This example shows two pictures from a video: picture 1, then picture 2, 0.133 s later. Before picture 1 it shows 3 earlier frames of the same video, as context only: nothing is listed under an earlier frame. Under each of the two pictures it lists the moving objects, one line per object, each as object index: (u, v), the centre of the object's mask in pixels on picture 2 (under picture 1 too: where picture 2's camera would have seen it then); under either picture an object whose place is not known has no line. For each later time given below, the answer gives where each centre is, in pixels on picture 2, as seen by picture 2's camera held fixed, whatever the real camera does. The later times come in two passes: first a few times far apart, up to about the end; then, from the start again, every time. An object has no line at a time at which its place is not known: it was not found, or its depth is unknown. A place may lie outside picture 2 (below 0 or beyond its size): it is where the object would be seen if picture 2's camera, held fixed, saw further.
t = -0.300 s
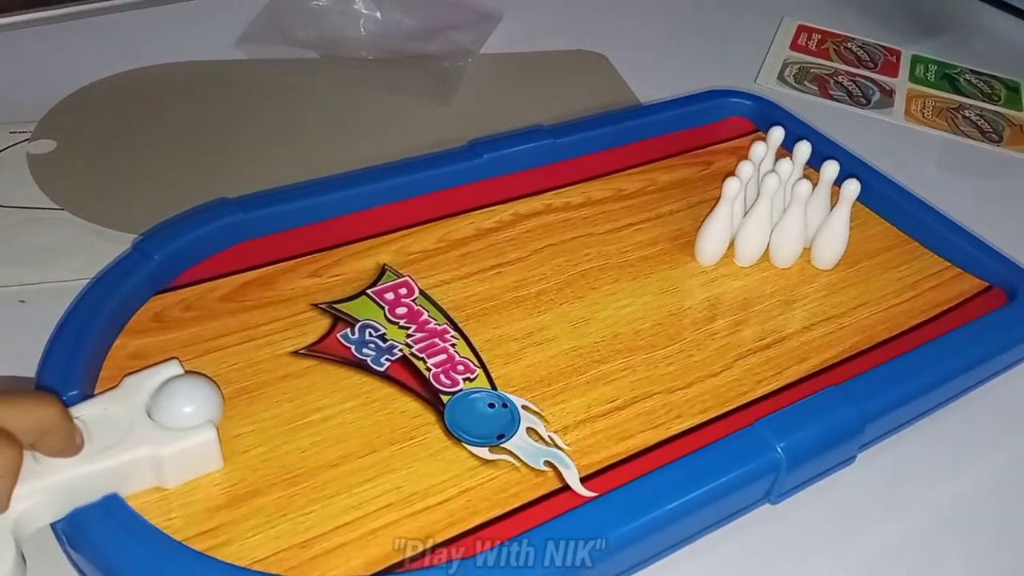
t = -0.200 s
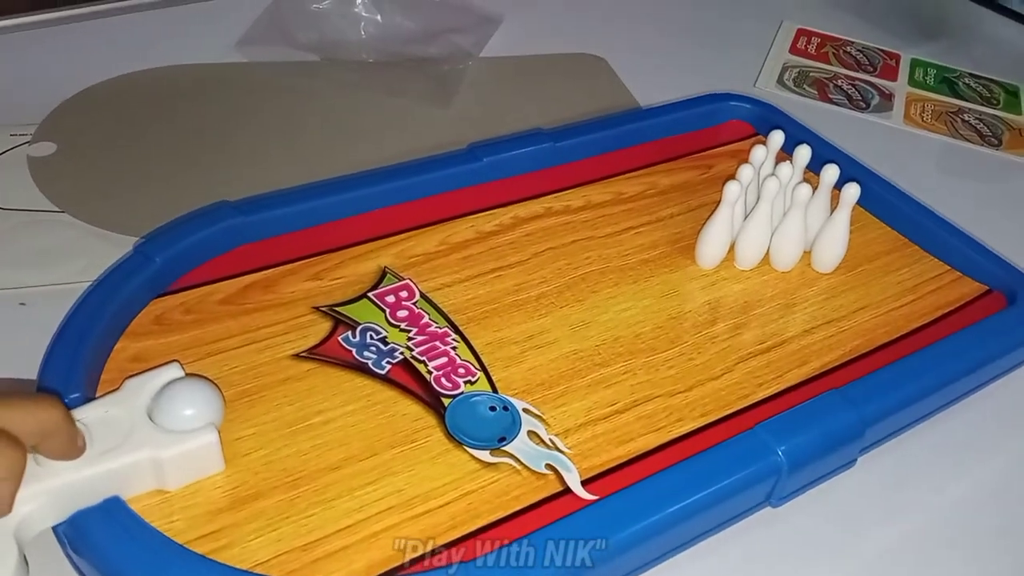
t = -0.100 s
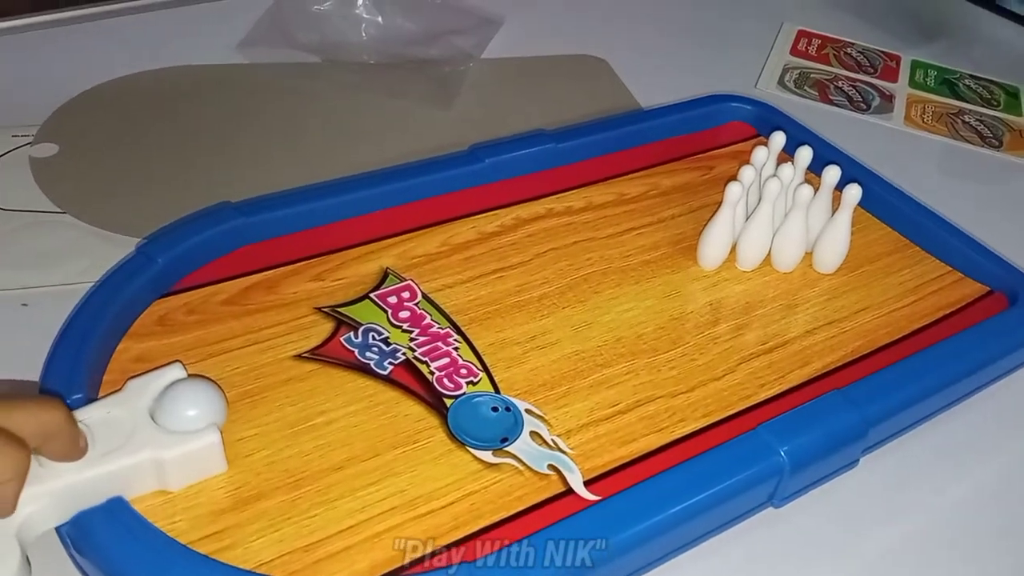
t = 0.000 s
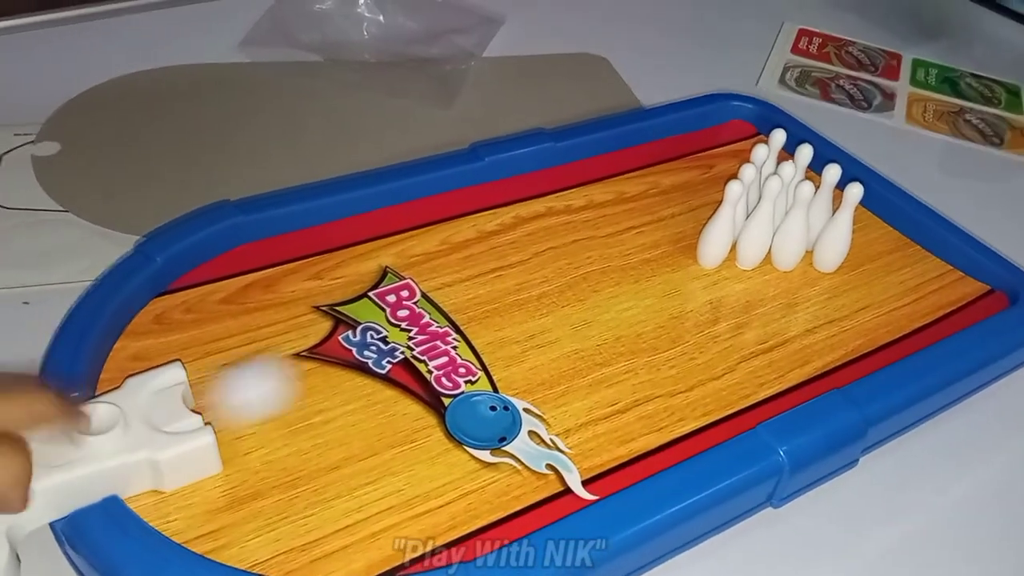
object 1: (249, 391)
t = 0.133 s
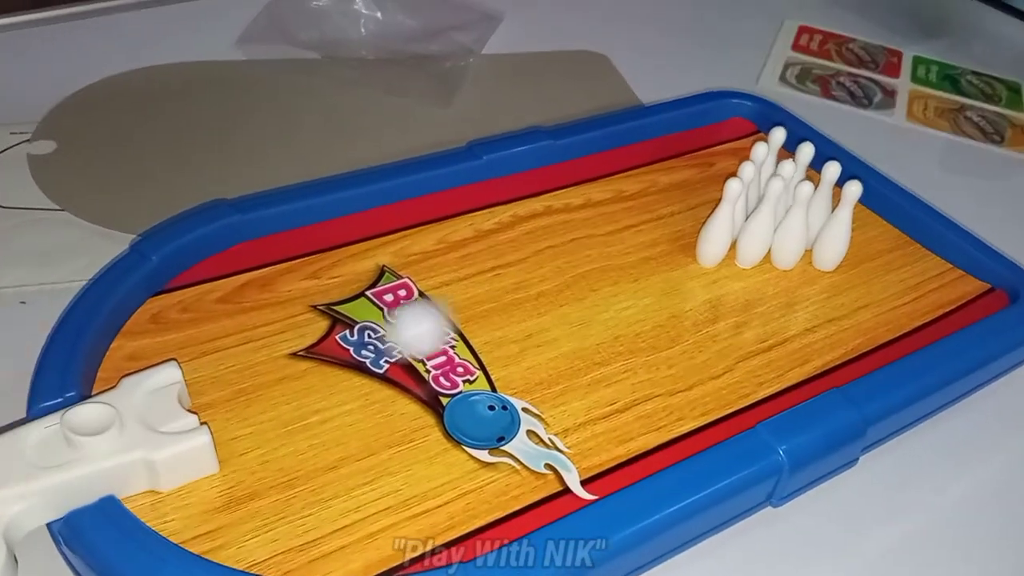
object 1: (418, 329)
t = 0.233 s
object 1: (516, 293)
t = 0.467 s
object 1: (681, 216)
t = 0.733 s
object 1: (742, 137)
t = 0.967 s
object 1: (733, 118)
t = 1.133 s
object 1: (734, 127)
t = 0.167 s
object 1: (456, 314)
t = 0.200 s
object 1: (485, 303)
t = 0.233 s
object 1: (516, 293)
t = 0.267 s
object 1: (547, 281)
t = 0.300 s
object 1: (575, 269)
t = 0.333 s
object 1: (604, 258)
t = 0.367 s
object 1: (630, 248)
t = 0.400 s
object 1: (656, 239)
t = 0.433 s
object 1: (673, 228)
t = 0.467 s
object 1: (681, 216)
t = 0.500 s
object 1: (691, 204)
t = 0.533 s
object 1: (700, 193)
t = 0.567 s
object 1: (707, 184)
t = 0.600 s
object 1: (713, 173)
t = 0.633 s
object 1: (719, 163)
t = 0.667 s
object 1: (727, 154)
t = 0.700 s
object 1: (734, 145)
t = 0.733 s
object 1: (742, 137)
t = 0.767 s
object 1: (748, 130)
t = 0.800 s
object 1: (754, 123)
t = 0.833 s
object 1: (753, 119)
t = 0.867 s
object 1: (744, 117)
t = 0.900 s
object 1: (737, 115)
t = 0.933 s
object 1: (734, 115)
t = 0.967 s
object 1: (733, 118)
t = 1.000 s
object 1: (733, 120)
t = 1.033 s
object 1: (732, 121)
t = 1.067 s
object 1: (732, 123)
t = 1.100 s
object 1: (733, 125)
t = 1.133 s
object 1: (734, 127)
